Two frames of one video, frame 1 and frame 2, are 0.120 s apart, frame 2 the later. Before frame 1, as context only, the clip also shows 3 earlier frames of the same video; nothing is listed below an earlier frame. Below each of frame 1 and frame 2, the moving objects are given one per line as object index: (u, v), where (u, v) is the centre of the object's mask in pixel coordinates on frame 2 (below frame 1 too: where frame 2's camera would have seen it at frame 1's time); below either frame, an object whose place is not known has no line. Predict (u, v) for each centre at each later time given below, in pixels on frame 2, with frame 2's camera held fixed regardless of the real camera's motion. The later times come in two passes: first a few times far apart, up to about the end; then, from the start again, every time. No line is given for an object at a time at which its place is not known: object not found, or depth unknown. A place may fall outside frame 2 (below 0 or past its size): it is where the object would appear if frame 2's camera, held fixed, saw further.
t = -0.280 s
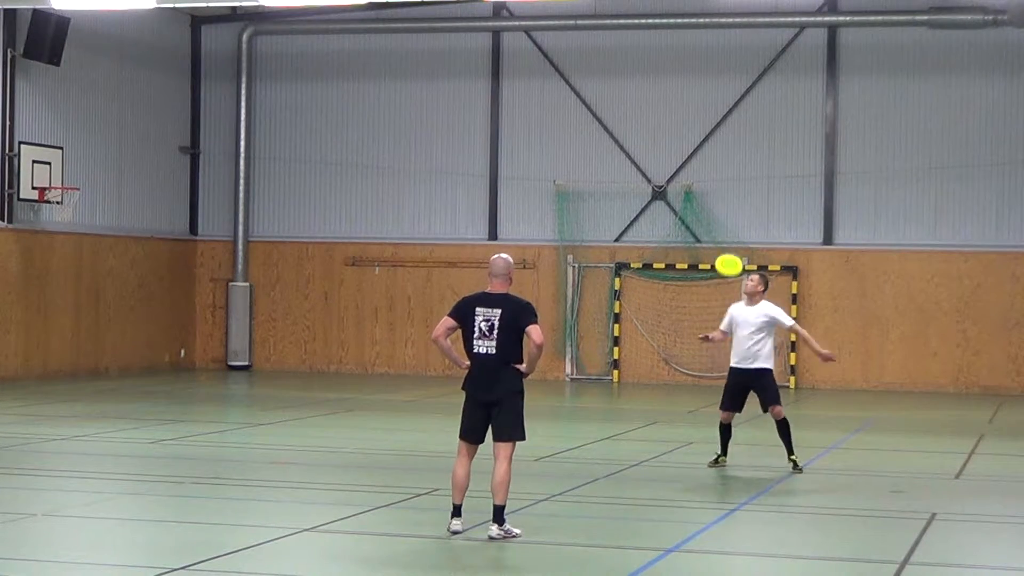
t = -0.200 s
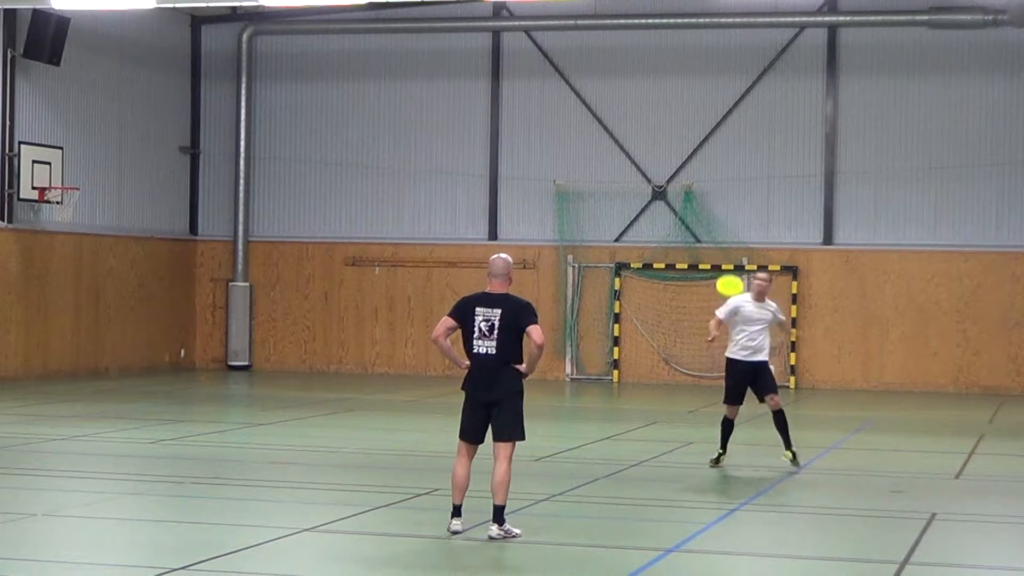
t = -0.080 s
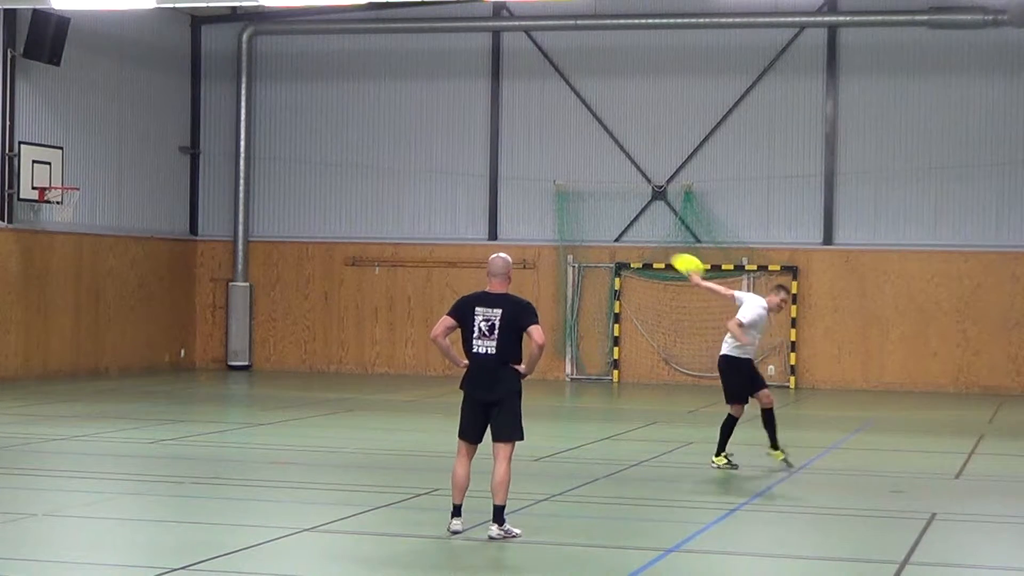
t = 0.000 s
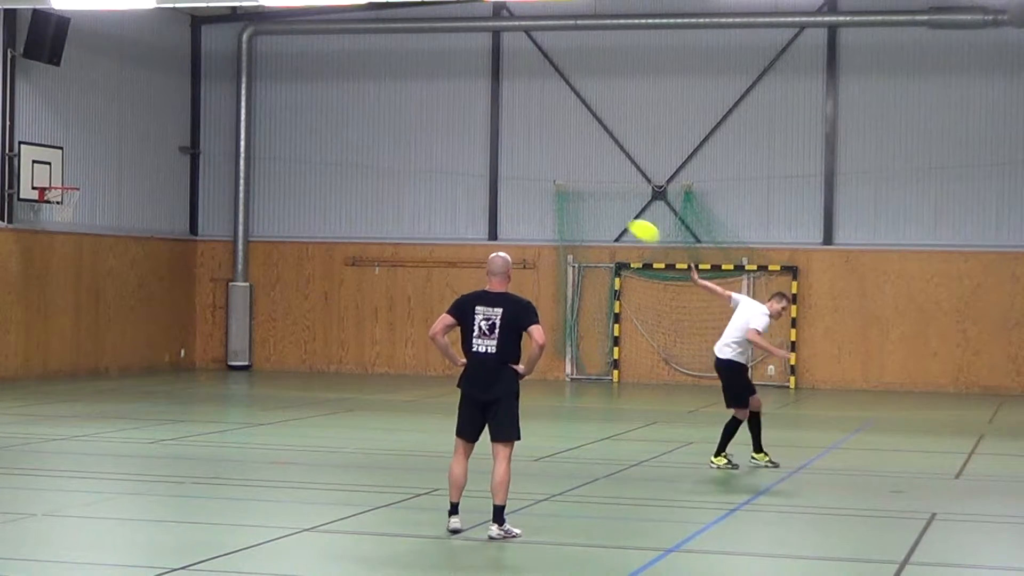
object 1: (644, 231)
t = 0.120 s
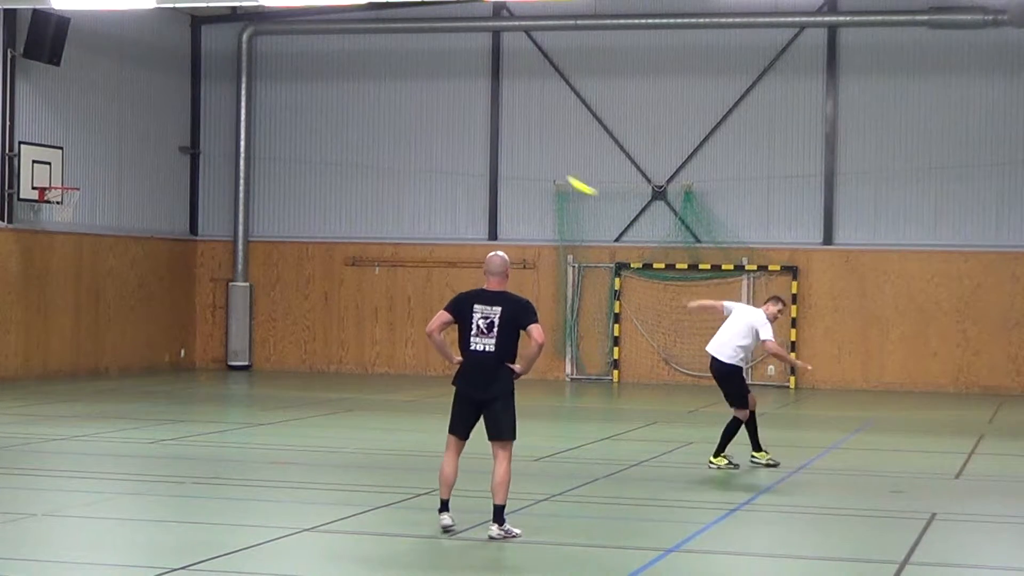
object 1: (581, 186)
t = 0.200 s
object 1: (542, 162)
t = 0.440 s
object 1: (432, 112)
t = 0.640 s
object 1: (346, 94)
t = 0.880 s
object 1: (256, 101)
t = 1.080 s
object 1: (188, 132)
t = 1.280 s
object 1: (129, 189)
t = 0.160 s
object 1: (561, 175)
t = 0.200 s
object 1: (542, 162)
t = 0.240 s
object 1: (522, 151)
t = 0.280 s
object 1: (504, 142)
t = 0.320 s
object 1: (484, 133)
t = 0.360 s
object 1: (468, 125)
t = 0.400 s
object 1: (447, 118)
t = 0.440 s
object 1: (432, 112)
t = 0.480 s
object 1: (412, 106)
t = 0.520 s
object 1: (397, 102)
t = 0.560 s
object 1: (379, 99)
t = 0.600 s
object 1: (364, 96)
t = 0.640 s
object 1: (346, 94)
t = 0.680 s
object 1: (332, 93)
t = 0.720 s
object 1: (315, 93)
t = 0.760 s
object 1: (301, 94)
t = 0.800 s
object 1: (285, 96)
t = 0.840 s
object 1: (270, 98)
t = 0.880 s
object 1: (256, 101)
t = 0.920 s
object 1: (242, 105)
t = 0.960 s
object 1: (229, 110)
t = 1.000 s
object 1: (214, 117)
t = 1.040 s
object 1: (202, 124)
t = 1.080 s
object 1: (188, 132)
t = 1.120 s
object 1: (176, 141)
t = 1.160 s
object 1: (164, 152)
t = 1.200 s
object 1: (152, 163)
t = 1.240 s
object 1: (140, 176)
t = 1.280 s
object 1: (129, 189)
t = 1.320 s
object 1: (118, 204)
